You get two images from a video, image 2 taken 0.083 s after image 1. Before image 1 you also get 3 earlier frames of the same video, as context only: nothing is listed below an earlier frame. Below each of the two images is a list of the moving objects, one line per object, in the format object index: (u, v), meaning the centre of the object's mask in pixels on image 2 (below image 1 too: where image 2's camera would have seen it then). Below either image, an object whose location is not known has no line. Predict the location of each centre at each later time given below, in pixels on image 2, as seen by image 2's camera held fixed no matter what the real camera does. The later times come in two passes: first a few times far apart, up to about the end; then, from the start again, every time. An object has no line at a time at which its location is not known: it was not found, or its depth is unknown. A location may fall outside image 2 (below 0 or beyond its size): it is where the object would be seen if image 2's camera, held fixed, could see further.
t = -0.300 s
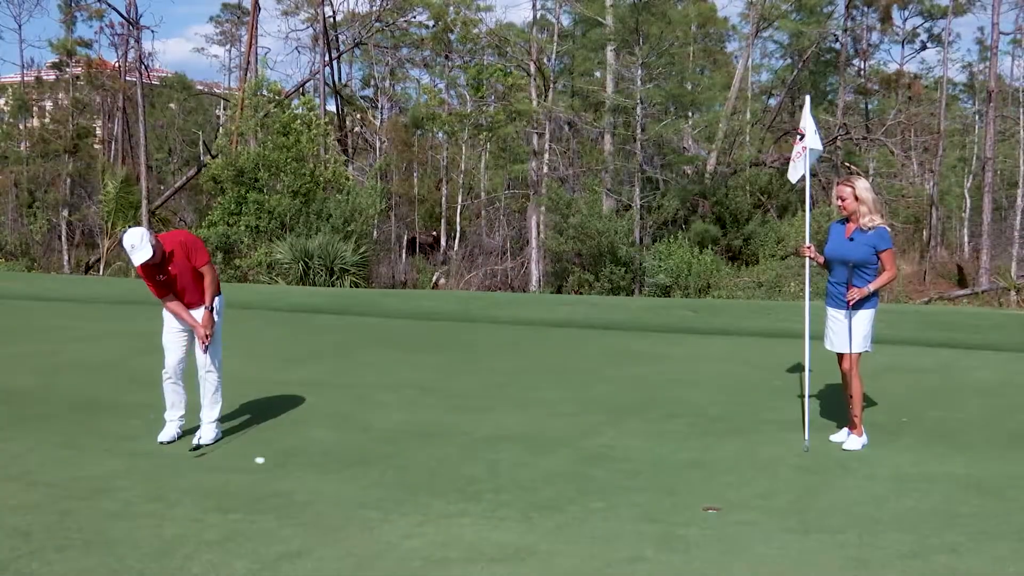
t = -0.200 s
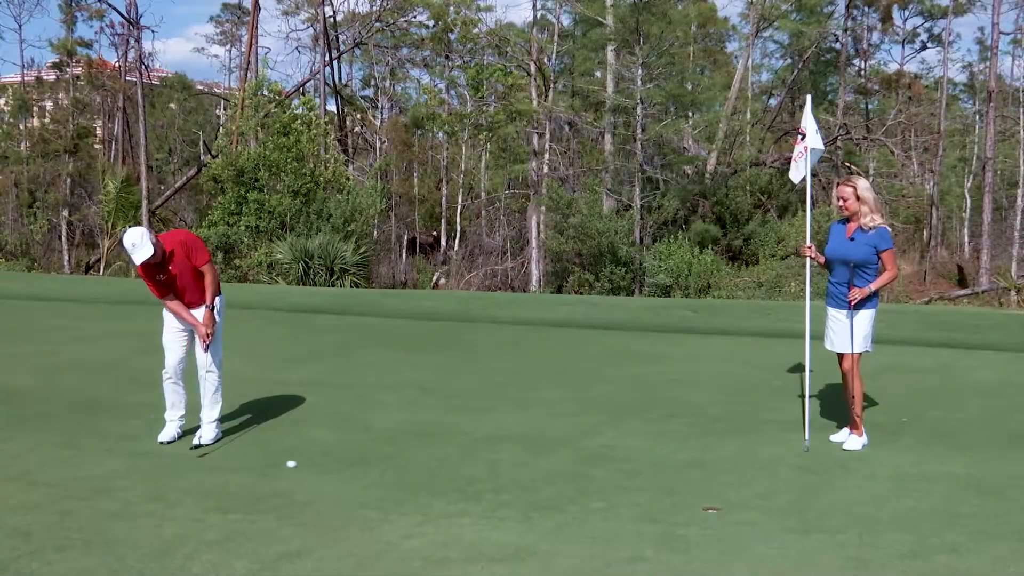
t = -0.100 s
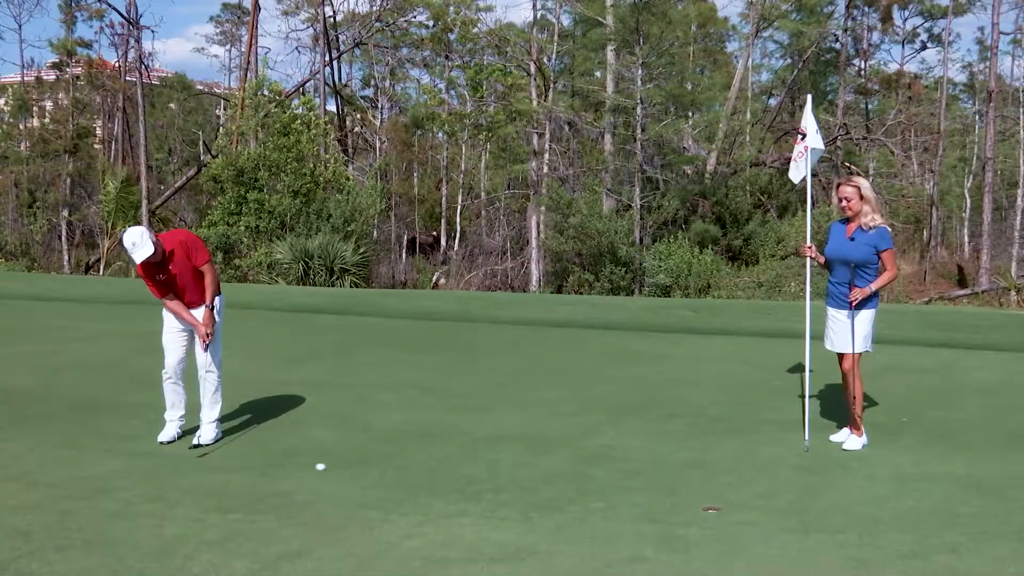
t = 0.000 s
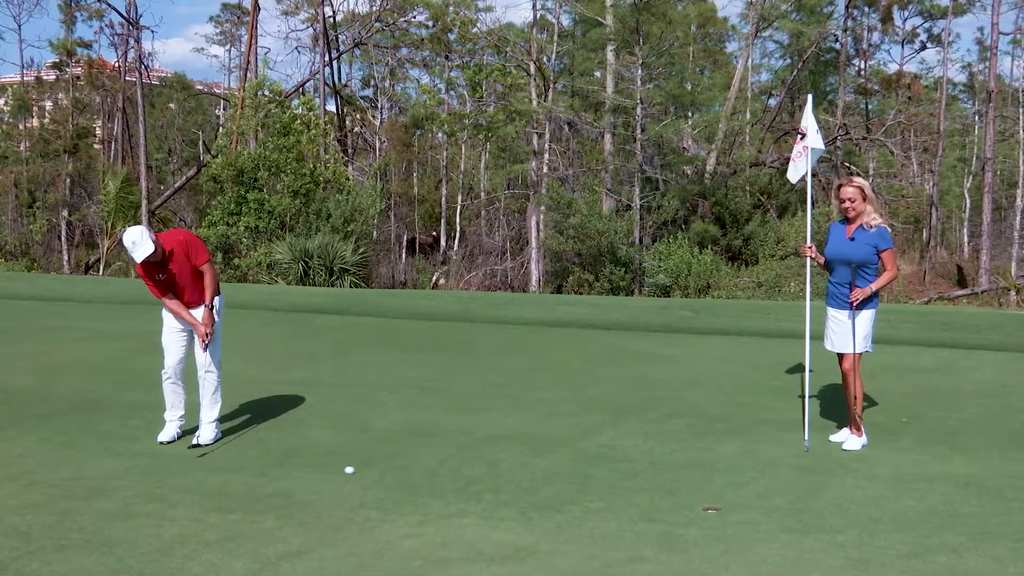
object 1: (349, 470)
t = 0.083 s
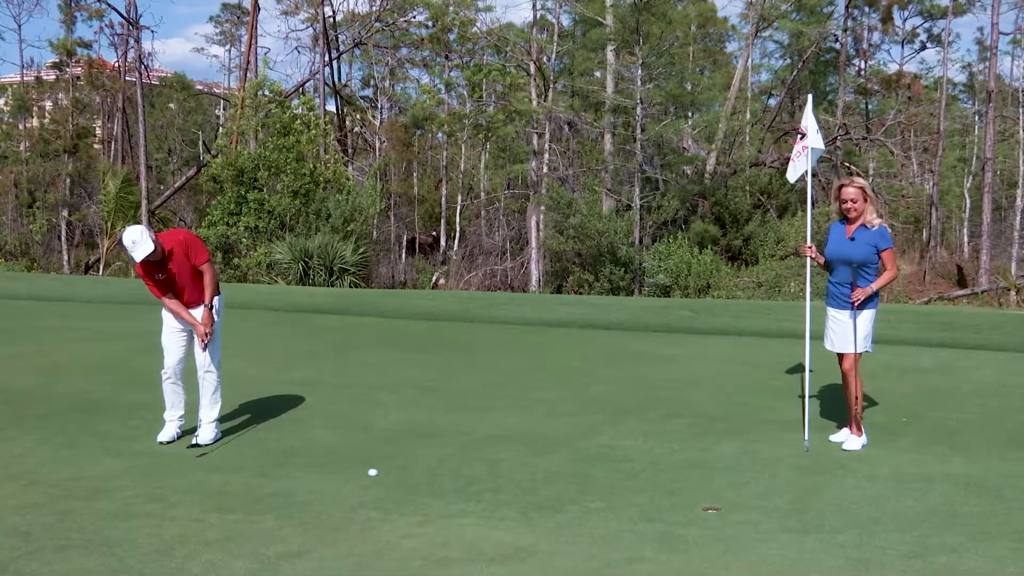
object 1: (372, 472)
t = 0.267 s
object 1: (424, 478)
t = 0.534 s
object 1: (495, 487)
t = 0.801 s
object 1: (561, 495)
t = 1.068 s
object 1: (621, 502)
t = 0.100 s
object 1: (377, 473)
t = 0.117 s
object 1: (382, 473)
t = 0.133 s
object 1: (387, 474)
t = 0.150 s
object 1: (391, 474)
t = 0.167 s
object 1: (396, 474)
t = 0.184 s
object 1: (401, 475)
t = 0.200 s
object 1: (406, 476)
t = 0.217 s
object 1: (410, 476)
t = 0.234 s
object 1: (415, 477)
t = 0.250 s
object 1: (419, 477)
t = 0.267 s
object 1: (424, 478)
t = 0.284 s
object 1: (428, 478)
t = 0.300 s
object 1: (433, 479)
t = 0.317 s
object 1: (438, 479)
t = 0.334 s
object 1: (442, 480)
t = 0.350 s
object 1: (446, 481)
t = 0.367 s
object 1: (451, 481)
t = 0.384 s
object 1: (456, 482)
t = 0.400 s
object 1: (460, 482)
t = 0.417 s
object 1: (465, 483)
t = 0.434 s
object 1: (469, 483)
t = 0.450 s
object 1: (473, 485)
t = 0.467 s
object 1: (478, 485)
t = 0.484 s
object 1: (483, 485)
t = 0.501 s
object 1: (487, 486)
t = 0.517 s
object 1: (491, 486)
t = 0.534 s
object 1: (495, 487)
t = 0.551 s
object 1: (500, 488)
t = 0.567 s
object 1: (504, 488)
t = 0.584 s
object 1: (508, 489)
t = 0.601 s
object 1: (512, 489)
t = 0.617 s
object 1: (516, 489)
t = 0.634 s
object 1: (521, 490)
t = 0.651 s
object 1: (525, 491)
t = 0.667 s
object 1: (529, 491)
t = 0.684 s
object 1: (533, 491)
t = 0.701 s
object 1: (537, 492)
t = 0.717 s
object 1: (541, 493)
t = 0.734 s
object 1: (545, 493)
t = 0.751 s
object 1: (549, 494)
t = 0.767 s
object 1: (553, 494)
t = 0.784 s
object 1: (557, 495)
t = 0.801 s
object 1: (561, 495)
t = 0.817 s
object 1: (565, 496)
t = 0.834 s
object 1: (569, 496)
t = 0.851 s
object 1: (573, 496)
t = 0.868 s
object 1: (576, 497)
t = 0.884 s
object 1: (580, 497)
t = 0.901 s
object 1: (584, 498)
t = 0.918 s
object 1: (588, 498)
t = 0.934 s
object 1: (592, 499)
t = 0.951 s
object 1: (595, 499)
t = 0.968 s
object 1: (599, 499)
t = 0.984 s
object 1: (603, 500)
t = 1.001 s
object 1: (606, 500)
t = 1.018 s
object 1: (610, 500)
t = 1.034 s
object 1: (613, 501)
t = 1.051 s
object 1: (617, 501)
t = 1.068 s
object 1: (621, 502)
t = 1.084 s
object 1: (624, 502)
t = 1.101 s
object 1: (627, 502)
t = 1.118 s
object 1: (631, 503)
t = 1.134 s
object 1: (634, 503)
